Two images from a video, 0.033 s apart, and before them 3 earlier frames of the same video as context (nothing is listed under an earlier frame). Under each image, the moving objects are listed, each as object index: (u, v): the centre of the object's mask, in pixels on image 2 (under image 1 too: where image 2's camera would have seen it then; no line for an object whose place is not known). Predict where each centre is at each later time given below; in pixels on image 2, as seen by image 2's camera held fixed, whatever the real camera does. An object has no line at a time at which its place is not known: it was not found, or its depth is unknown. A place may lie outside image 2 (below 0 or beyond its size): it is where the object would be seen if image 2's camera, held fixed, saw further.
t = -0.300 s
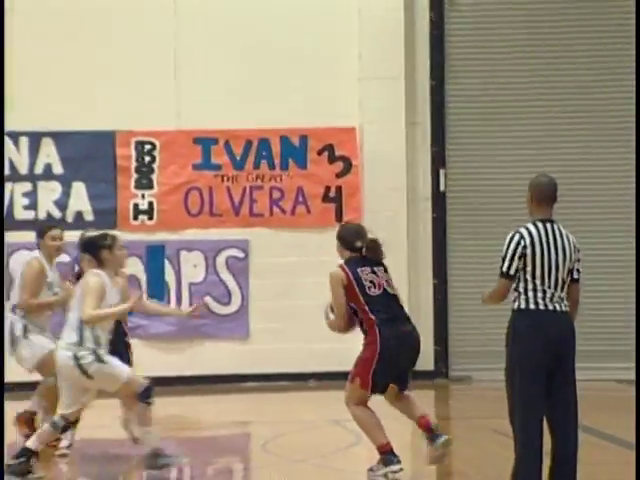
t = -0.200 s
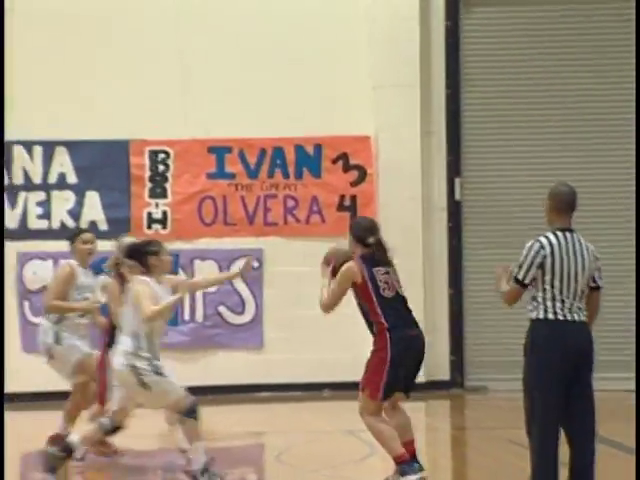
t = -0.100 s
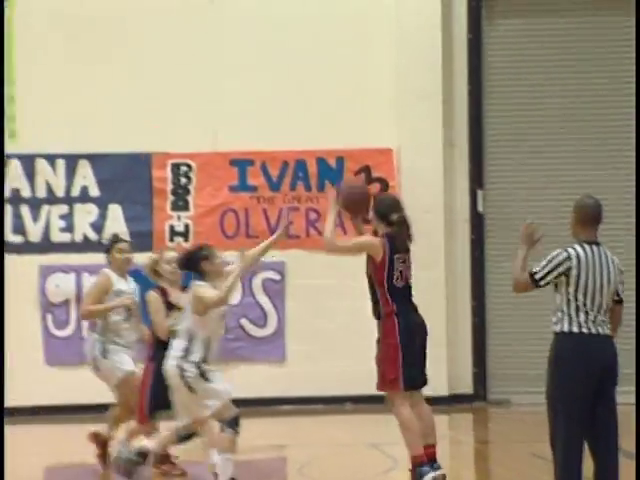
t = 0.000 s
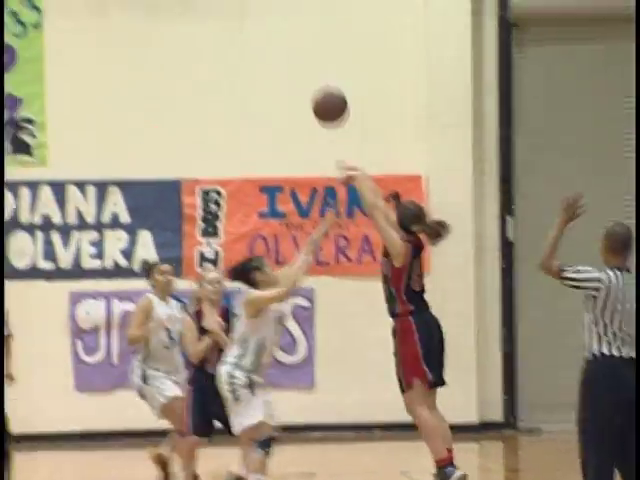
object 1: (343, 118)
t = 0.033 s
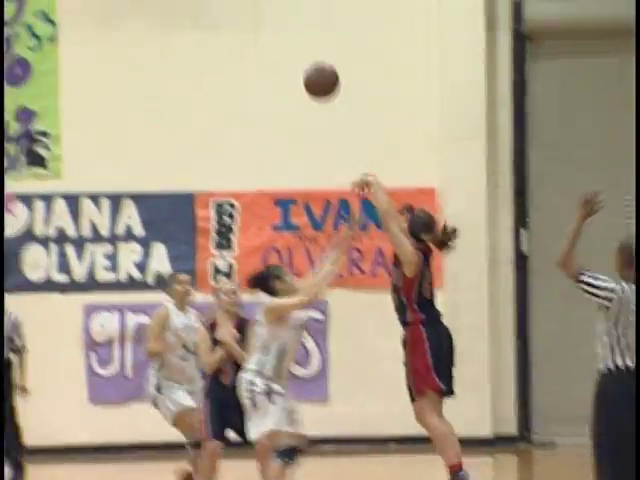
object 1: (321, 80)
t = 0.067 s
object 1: (299, 45)
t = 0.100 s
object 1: (277, 11)
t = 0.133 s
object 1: (255, -21)
